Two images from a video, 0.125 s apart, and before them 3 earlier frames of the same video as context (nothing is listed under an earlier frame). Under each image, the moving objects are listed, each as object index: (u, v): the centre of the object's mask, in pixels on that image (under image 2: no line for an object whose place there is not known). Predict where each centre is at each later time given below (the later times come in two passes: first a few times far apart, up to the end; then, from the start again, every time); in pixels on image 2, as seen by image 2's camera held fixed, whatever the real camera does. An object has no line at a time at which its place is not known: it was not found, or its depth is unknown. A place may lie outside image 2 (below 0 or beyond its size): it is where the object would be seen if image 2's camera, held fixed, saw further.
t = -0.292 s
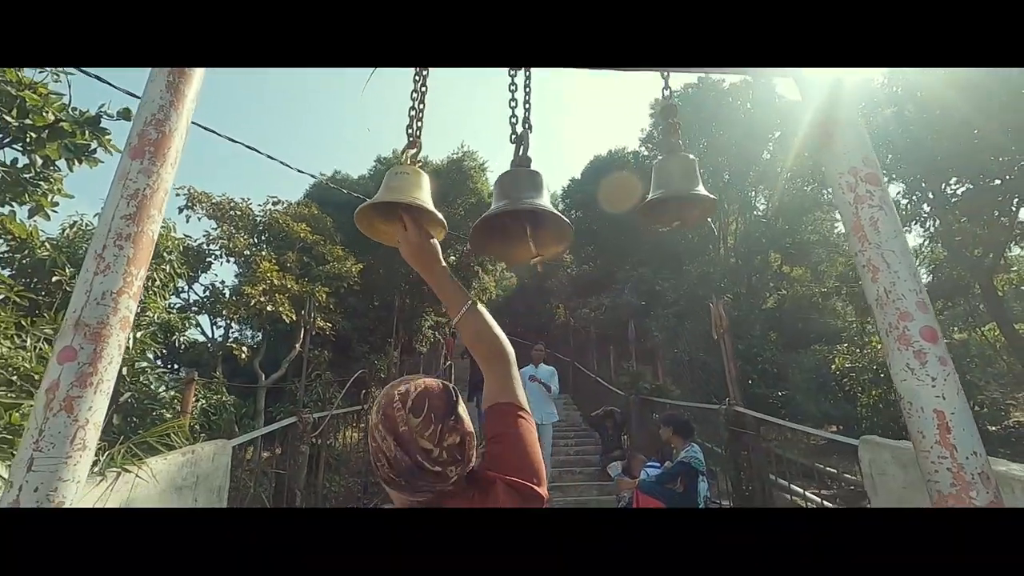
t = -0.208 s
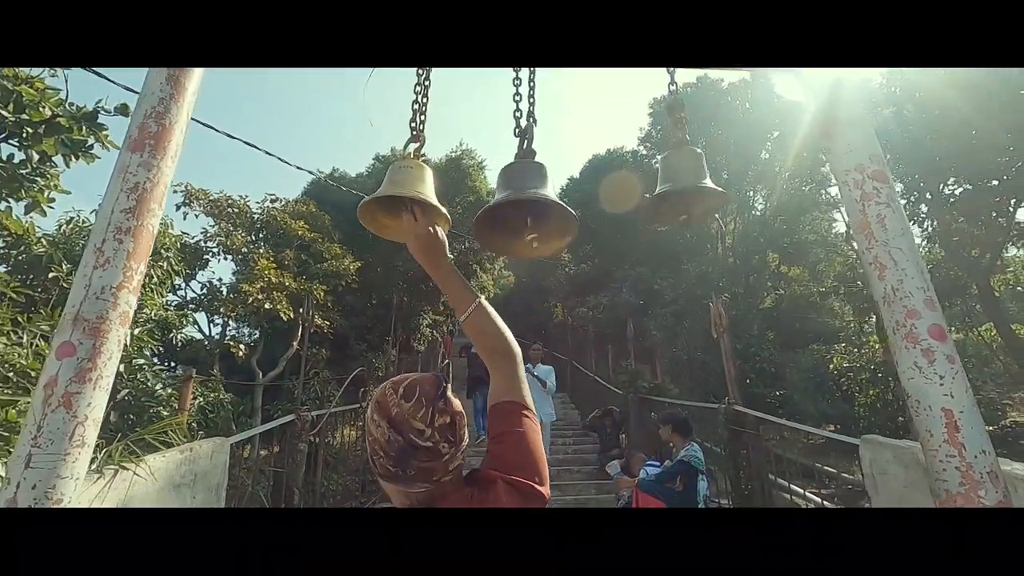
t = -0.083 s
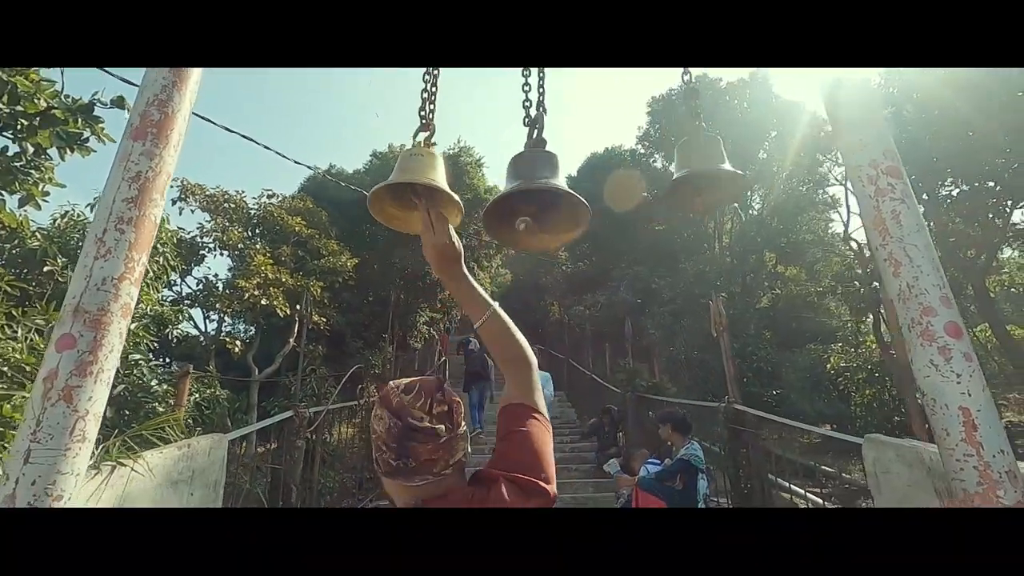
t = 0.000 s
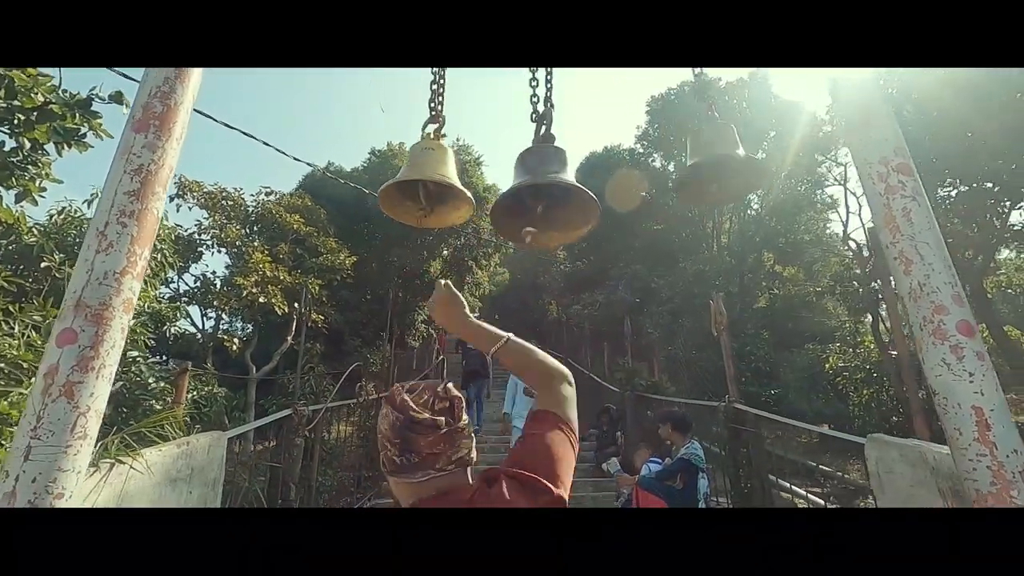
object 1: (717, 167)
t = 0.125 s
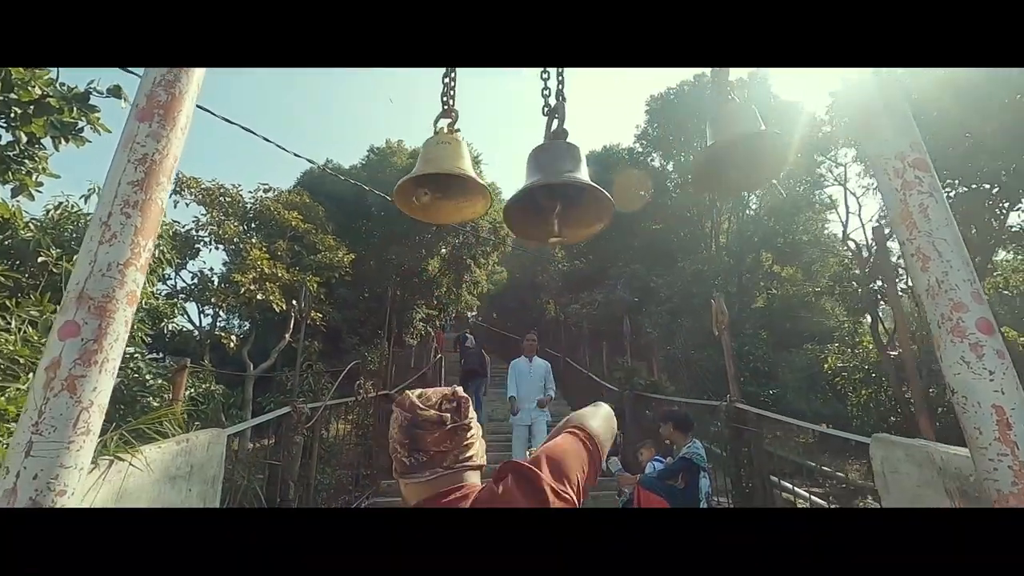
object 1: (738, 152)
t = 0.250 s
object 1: (768, 133)
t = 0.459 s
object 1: (806, 122)
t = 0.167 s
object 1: (751, 144)
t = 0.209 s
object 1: (758, 139)
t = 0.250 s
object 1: (768, 133)
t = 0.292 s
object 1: (775, 129)
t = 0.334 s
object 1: (785, 125)
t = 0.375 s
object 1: (792, 123)
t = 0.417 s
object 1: (801, 122)
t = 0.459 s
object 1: (806, 122)
